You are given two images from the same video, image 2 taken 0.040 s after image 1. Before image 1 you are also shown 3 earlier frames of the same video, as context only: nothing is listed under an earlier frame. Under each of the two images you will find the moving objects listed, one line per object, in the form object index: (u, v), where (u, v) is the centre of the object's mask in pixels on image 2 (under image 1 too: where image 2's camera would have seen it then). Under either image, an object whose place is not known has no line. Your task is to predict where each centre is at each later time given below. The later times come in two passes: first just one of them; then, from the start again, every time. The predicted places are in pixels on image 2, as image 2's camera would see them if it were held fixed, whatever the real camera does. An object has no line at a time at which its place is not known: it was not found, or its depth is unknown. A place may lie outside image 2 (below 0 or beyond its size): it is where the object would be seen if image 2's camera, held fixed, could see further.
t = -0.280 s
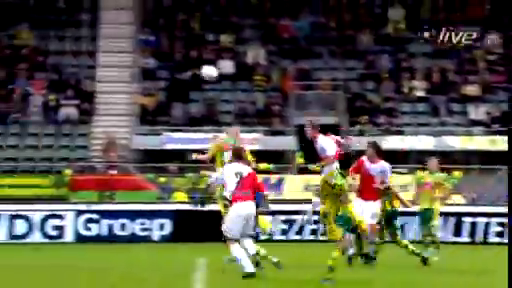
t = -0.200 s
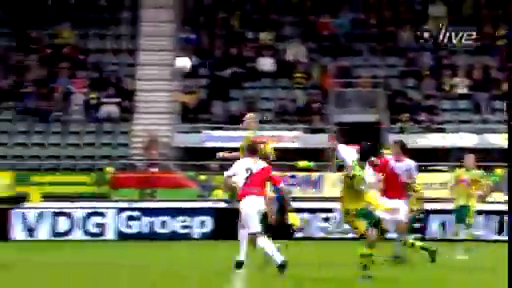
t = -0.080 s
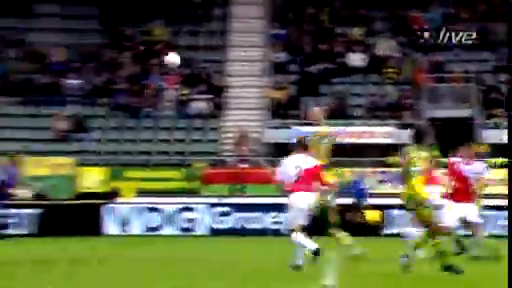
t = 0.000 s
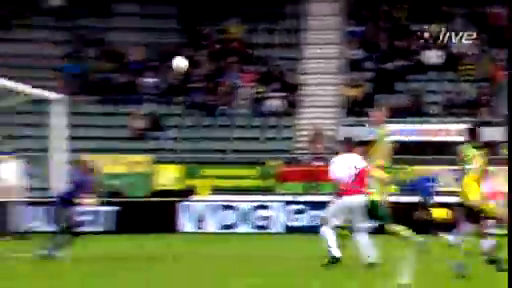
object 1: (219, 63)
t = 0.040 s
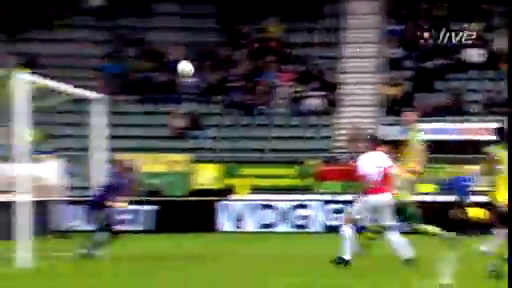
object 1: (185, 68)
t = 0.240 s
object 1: (34, 115)
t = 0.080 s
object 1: (151, 75)
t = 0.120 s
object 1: (117, 84)
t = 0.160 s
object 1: (84, 92)
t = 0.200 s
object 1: (48, 104)
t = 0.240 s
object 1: (34, 115)
